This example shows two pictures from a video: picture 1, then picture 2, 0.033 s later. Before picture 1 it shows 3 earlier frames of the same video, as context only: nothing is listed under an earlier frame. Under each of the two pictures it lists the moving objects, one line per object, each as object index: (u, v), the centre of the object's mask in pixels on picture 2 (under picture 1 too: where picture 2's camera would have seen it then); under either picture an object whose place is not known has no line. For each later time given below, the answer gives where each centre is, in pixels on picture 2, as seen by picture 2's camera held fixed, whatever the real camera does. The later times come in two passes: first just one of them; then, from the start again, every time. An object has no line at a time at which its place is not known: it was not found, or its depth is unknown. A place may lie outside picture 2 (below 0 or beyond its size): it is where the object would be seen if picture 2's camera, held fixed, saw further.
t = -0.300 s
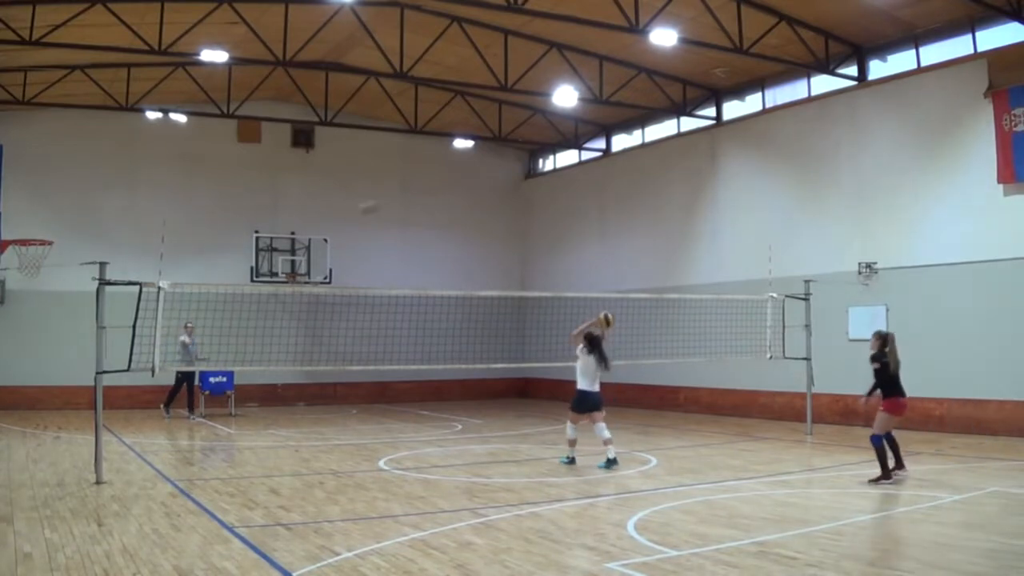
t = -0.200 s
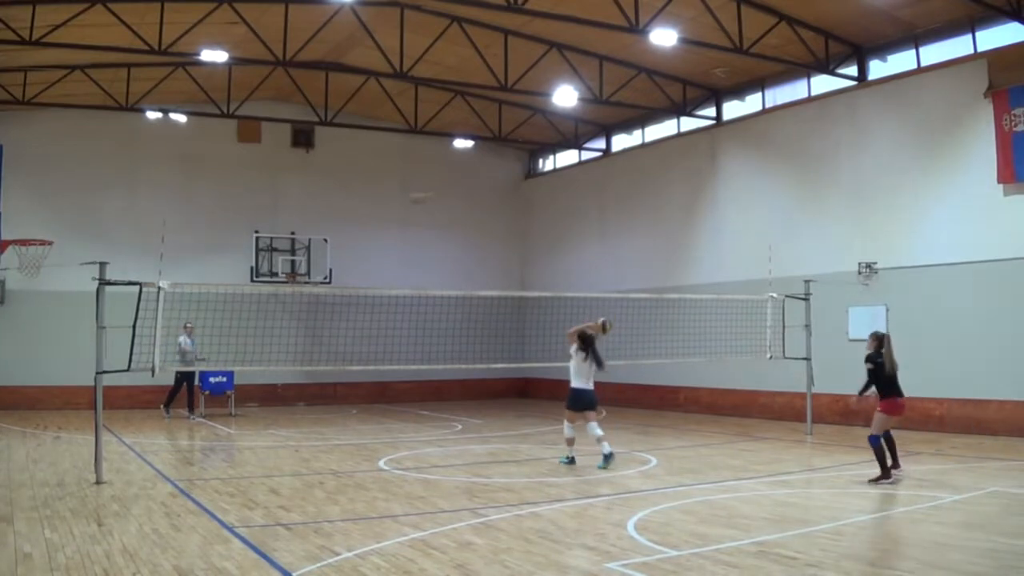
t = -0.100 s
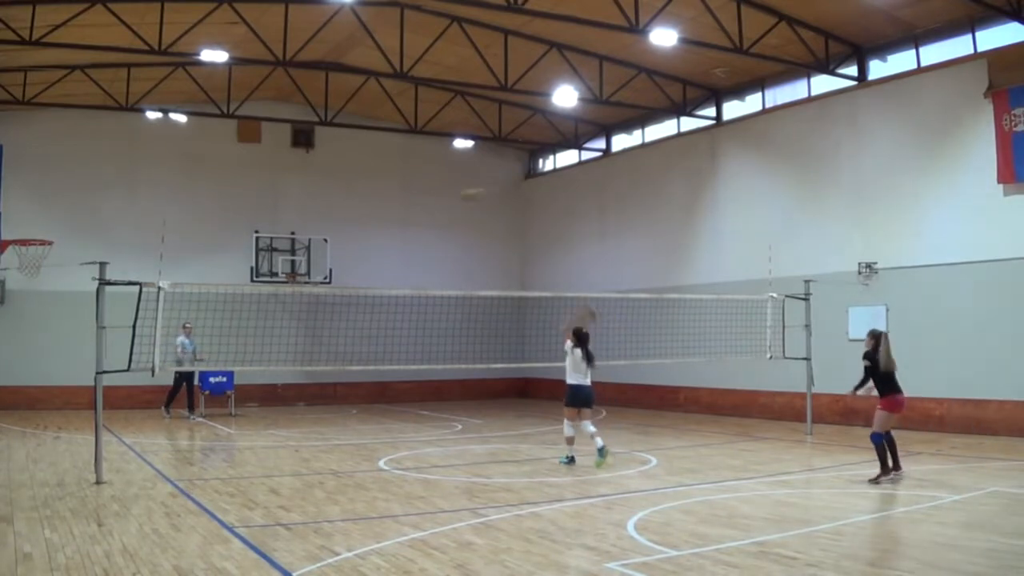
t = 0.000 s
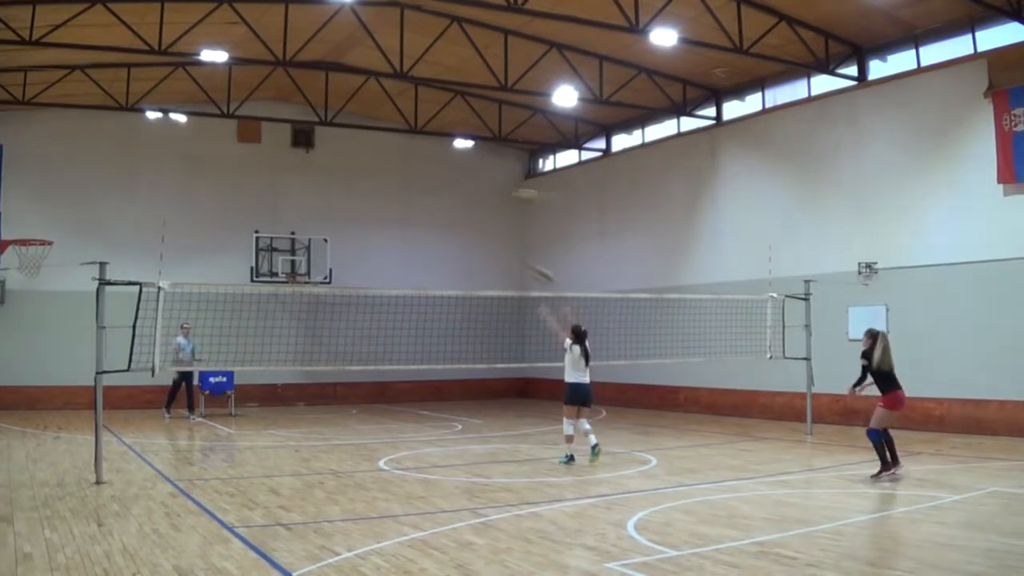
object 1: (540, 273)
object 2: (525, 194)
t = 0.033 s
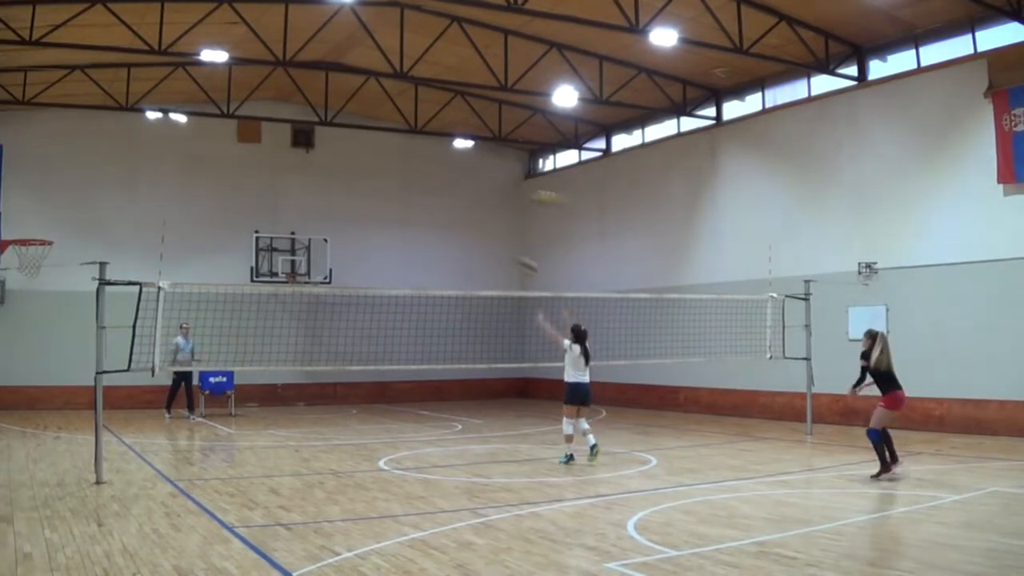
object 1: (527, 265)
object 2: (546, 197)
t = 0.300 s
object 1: (422, 229)
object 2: (705, 247)
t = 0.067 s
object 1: (512, 258)
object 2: (563, 200)
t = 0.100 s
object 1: (498, 249)
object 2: (582, 203)
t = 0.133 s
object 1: (483, 243)
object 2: (603, 209)
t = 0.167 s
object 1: (471, 240)
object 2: (623, 215)
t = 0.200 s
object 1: (457, 235)
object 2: (643, 222)
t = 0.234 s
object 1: (444, 232)
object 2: (665, 229)
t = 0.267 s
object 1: (433, 231)
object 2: (687, 238)
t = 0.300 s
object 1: (422, 229)
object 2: (705, 247)
